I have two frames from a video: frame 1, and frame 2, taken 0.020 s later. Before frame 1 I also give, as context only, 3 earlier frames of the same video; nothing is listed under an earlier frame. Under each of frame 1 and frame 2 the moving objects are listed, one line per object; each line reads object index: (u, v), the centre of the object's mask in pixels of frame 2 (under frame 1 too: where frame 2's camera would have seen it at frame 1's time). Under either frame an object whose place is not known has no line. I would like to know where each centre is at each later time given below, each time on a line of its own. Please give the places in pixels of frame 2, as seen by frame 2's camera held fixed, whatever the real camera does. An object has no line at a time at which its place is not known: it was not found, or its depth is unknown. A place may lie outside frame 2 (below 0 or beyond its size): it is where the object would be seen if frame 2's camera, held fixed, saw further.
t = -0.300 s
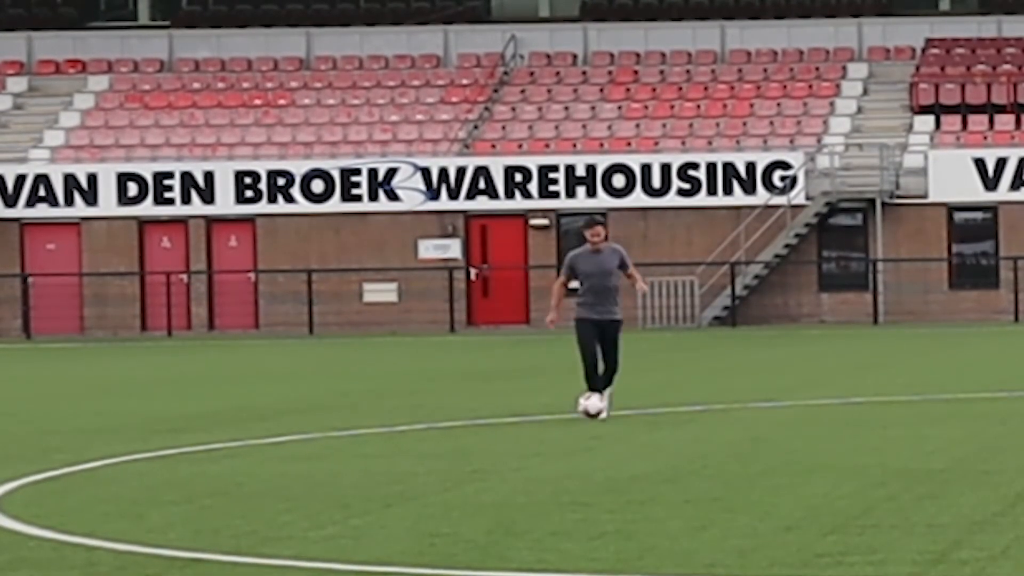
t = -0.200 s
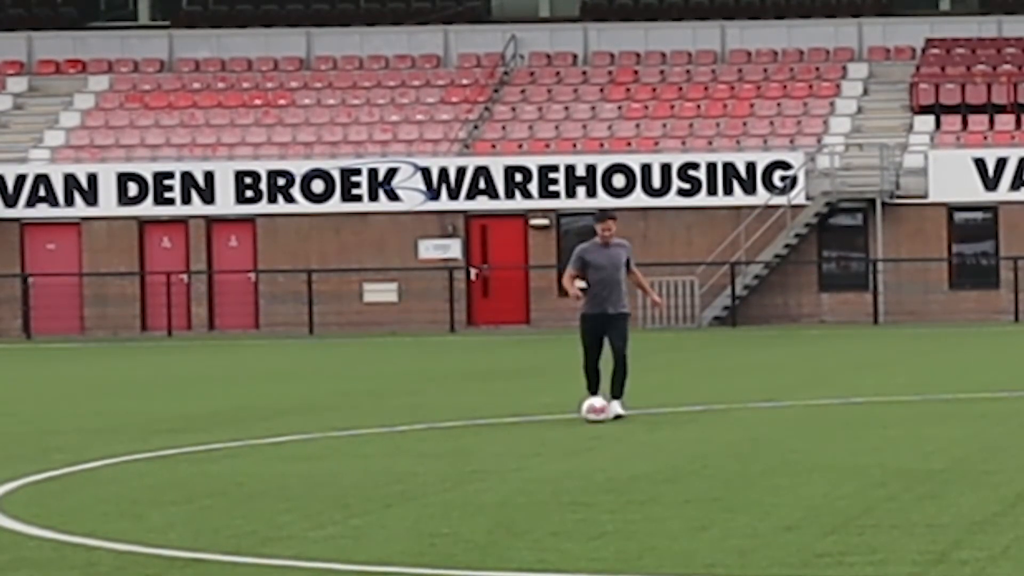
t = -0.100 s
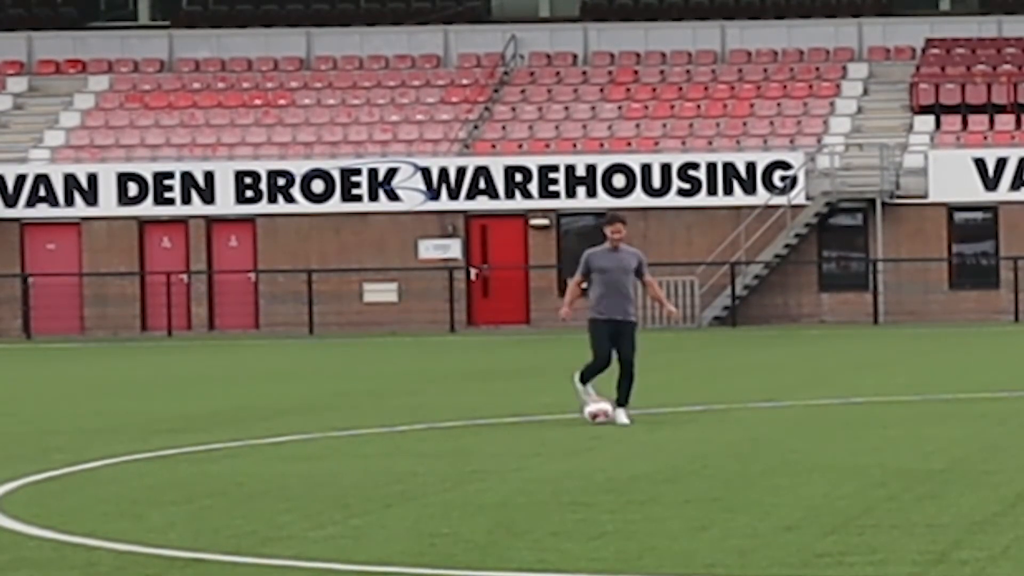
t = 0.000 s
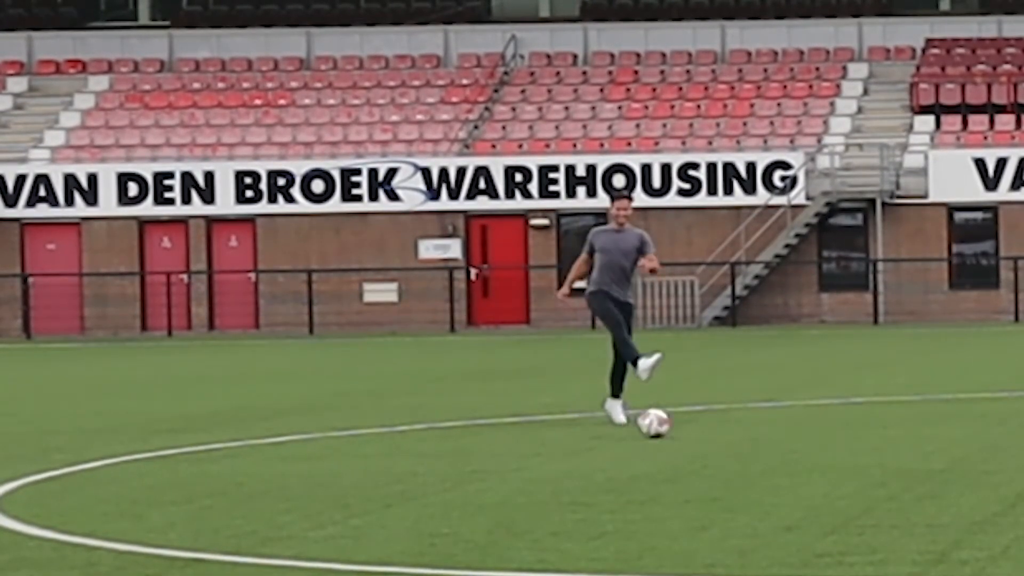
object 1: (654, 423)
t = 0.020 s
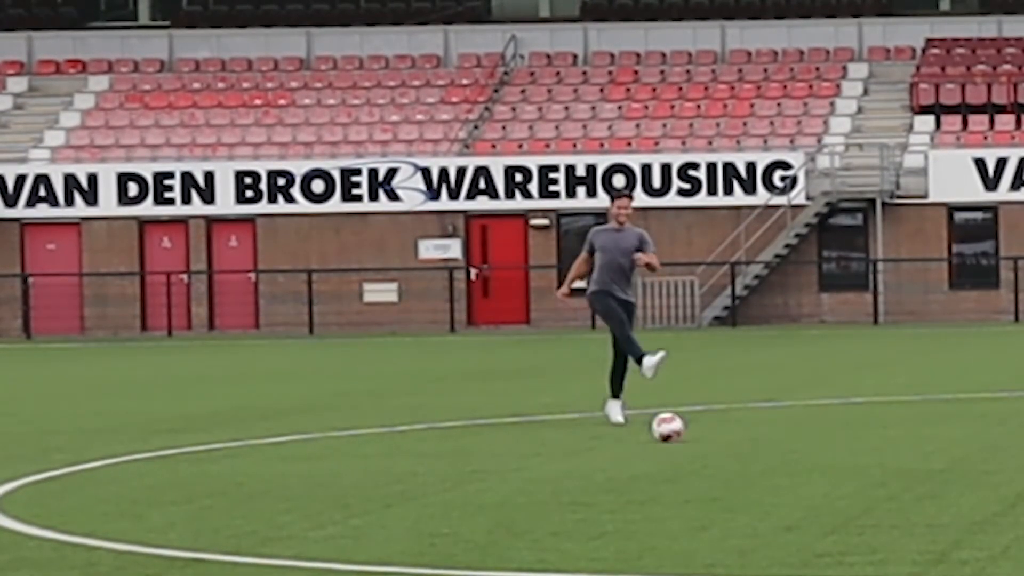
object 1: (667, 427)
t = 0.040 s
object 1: (681, 430)
